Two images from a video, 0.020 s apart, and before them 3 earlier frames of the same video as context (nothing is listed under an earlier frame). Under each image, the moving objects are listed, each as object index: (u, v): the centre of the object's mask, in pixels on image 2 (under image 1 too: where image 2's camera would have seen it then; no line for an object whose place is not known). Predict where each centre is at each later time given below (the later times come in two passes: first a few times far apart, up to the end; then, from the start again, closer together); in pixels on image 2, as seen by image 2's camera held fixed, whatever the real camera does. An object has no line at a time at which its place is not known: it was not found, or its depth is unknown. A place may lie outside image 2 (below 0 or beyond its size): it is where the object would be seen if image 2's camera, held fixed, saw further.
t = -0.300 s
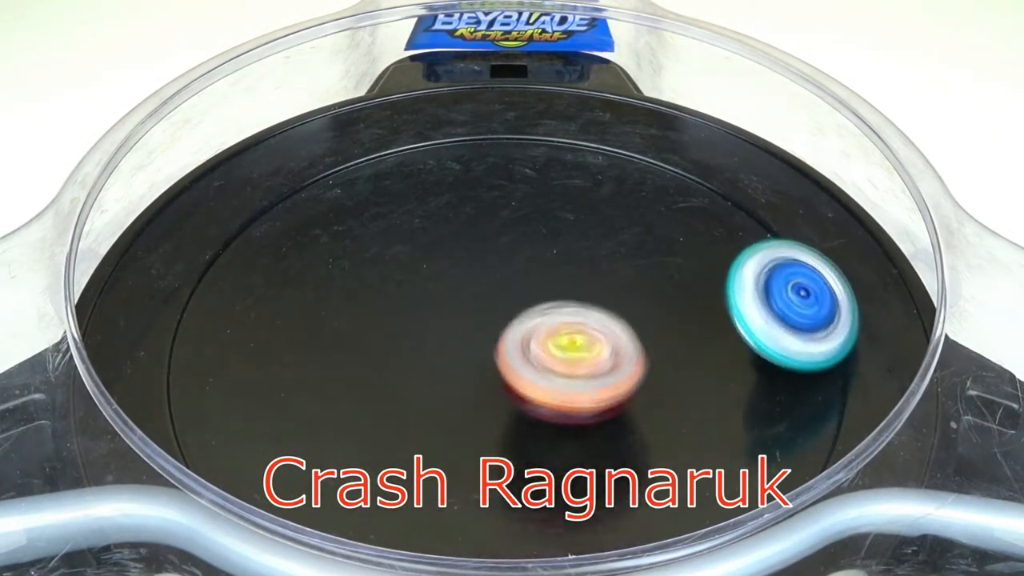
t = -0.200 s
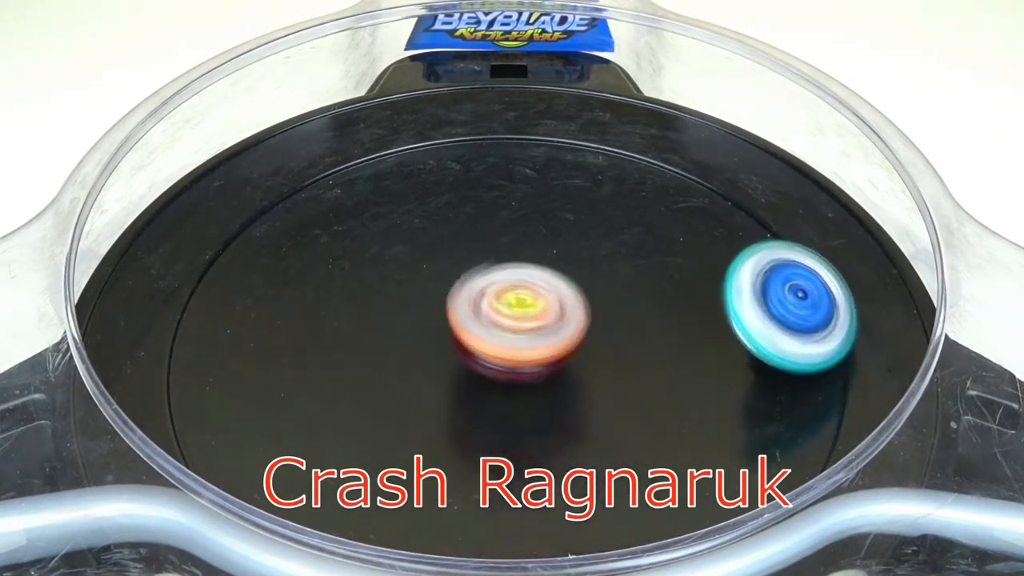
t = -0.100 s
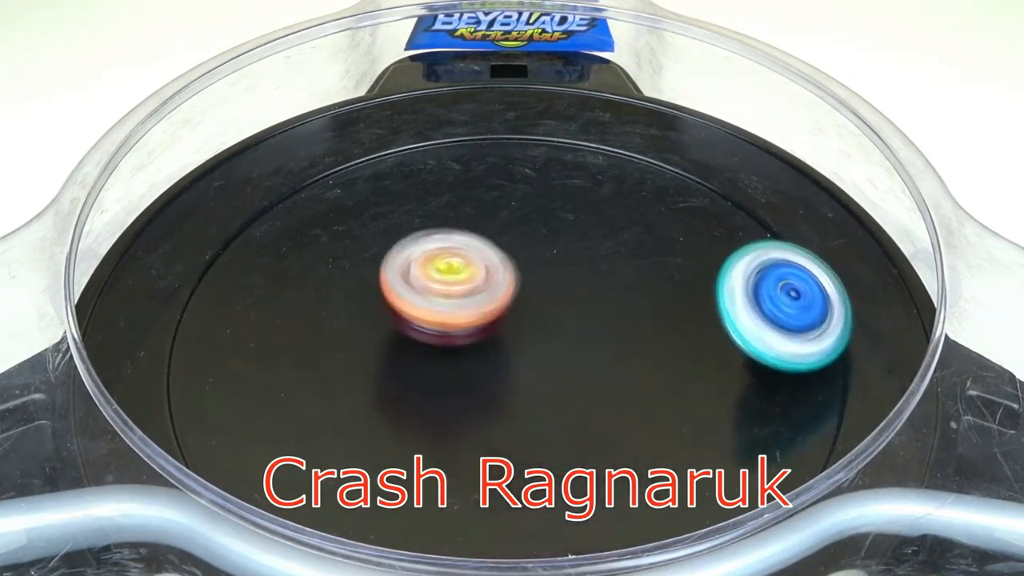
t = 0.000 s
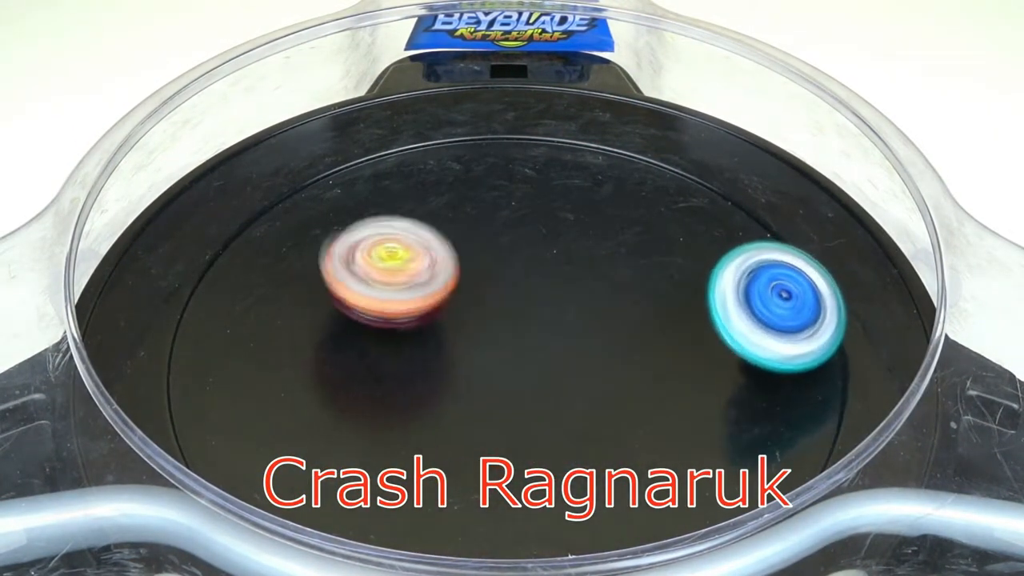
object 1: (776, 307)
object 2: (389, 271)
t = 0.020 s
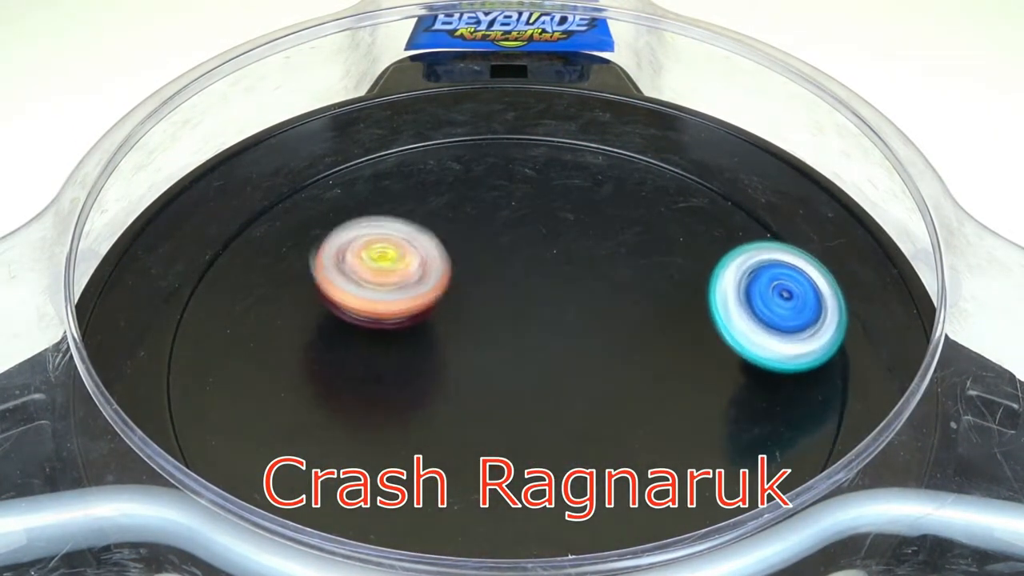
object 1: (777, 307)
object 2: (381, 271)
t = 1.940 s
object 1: (755, 288)
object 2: (556, 344)
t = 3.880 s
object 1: (719, 310)
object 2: (479, 300)
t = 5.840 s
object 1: (708, 300)
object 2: (501, 319)
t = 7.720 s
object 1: (647, 286)
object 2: (496, 313)
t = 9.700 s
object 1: (627, 291)
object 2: (467, 299)
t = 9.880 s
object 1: (632, 289)
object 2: (483, 303)
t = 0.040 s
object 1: (778, 308)
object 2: (373, 273)
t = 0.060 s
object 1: (777, 309)
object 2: (365, 274)
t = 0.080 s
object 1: (775, 310)
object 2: (359, 277)
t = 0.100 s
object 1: (772, 309)
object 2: (353, 281)
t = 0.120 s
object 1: (770, 307)
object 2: (347, 286)
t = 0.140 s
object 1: (770, 307)
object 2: (342, 293)
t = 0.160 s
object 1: (771, 307)
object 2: (338, 299)
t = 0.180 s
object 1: (771, 308)
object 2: (336, 306)
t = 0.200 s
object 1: (770, 309)
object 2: (336, 314)
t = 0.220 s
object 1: (768, 309)
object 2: (338, 323)
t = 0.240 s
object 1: (766, 308)
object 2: (342, 331)
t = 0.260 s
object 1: (765, 307)
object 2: (348, 338)
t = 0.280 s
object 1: (766, 306)
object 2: (354, 344)
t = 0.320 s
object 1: (765, 307)
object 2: (368, 354)
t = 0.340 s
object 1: (764, 307)
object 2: (376, 358)
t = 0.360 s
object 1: (763, 306)
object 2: (386, 359)
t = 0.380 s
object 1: (762, 305)
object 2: (398, 361)
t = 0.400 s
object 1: (762, 304)
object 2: (410, 360)
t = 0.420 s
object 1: (762, 304)
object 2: (423, 356)
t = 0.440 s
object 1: (762, 304)
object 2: (435, 352)
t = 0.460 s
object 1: (761, 305)
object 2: (448, 347)
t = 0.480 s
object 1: (760, 305)
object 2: (462, 340)
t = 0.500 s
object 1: (759, 304)
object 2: (475, 331)
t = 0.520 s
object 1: (759, 303)
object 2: (488, 321)
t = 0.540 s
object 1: (759, 303)
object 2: (498, 312)
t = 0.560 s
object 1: (759, 302)
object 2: (506, 303)
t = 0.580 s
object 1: (758, 303)
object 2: (513, 295)
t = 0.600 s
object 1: (758, 302)
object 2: (518, 287)
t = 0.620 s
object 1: (757, 302)
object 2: (520, 278)
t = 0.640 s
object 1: (758, 301)
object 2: (521, 269)
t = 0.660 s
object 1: (758, 301)
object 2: (520, 262)
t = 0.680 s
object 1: (758, 301)
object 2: (518, 255)
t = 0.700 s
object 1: (757, 300)
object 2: (515, 248)
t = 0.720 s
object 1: (757, 300)
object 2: (511, 242)
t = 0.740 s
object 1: (757, 299)
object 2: (505, 237)
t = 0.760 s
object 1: (758, 299)
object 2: (499, 234)
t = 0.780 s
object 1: (757, 298)
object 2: (492, 233)
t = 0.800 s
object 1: (757, 298)
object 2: (485, 233)
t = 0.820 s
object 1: (757, 297)
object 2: (479, 234)
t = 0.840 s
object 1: (757, 297)
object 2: (474, 237)
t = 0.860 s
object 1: (757, 296)
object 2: (470, 240)
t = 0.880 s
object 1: (757, 296)
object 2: (465, 244)
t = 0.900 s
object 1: (756, 296)
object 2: (462, 249)
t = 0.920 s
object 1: (756, 295)
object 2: (460, 254)
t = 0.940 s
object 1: (756, 295)
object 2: (457, 258)
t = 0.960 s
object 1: (755, 295)
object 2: (455, 263)
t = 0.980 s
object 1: (755, 294)
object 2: (452, 268)
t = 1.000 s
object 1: (754, 294)
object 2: (449, 272)
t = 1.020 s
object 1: (754, 294)
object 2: (448, 276)
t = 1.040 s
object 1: (754, 293)
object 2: (448, 278)
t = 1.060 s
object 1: (754, 293)
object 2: (449, 281)
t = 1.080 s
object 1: (754, 293)
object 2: (452, 282)
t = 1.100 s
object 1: (754, 293)
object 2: (458, 285)
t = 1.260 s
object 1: (754, 291)
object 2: (535, 303)
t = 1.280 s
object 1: (753, 291)
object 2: (542, 304)
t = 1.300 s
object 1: (752, 291)
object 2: (546, 303)
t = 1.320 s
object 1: (752, 290)
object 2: (549, 303)
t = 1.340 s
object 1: (752, 290)
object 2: (553, 302)
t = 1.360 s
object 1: (752, 290)
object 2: (555, 301)
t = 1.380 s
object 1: (752, 290)
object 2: (557, 300)
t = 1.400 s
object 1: (752, 290)
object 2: (558, 299)
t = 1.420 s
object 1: (752, 290)
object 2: (557, 298)
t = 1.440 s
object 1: (752, 289)
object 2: (556, 297)
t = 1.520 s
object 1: (752, 289)
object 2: (549, 291)
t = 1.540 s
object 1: (752, 289)
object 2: (547, 290)
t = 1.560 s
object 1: (752, 288)
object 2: (546, 289)
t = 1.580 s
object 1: (752, 288)
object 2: (544, 288)
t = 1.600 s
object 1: (752, 288)
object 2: (543, 287)
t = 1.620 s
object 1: (752, 289)
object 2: (543, 285)
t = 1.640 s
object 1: (752, 289)
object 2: (543, 283)
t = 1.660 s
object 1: (752, 288)
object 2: (545, 282)
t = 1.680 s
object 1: (752, 288)
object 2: (547, 282)
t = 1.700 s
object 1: (753, 288)
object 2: (550, 283)
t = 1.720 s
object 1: (754, 288)
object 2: (552, 284)
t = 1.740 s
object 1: (754, 288)
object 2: (556, 286)
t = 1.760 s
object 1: (753, 288)
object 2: (559, 287)
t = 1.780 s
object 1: (752, 288)
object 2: (562, 291)
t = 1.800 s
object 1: (752, 288)
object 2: (565, 298)
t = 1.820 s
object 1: (753, 287)
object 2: (566, 305)
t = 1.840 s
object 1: (754, 287)
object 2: (564, 312)
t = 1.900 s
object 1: (754, 288)
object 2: (560, 331)
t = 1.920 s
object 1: (754, 288)
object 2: (559, 338)
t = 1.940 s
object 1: (755, 288)
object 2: (556, 344)
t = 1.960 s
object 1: (756, 288)
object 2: (552, 350)
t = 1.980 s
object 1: (756, 288)
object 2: (548, 354)
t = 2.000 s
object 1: (756, 289)
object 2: (543, 357)
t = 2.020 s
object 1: (756, 289)
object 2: (539, 359)
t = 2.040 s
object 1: (756, 288)
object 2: (535, 360)
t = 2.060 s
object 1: (758, 288)
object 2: (530, 362)
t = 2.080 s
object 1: (759, 288)
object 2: (524, 363)
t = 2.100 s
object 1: (761, 289)
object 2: (518, 363)
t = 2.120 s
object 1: (761, 290)
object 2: (512, 361)
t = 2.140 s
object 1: (760, 290)
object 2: (509, 359)
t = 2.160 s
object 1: (759, 289)
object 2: (505, 356)
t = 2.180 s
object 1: (760, 289)
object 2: (501, 354)
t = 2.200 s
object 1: (762, 289)
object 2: (497, 351)
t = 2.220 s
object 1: (763, 290)
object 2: (494, 347)
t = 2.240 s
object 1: (764, 291)
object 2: (493, 342)
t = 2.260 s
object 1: (763, 292)
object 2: (493, 337)
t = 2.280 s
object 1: (763, 291)
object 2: (494, 334)
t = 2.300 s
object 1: (762, 291)
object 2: (495, 330)
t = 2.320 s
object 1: (763, 290)
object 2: (497, 326)
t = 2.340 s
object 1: (765, 291)
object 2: (501, 320)
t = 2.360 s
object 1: (766, 292)
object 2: (506, 317)
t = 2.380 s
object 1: (767, 294)
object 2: (511, 316)
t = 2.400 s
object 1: (765, 294)
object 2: (516, 316)
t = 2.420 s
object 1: (764, 294)
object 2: (518, 315)
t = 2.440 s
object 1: (764, 292)
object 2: (522, 314)
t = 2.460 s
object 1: (766, 292)
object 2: (524, 316)
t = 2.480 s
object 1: (768, 293)
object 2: (525, 319)
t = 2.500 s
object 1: (769, 295)
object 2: (524, 321)
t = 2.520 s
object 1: (768, 296)
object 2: (519, 322)
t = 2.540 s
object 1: (766, 297)
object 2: (513, 323)
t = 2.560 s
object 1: (764, 297)
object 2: (507, 324)
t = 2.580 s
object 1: (765, 297)
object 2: (501, 325)
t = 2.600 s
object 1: (766, 297)
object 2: (492, 327)
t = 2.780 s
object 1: (769, 303)
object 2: (458, 333)
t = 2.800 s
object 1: (769, 304)
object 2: (457, 333)
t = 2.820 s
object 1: (767, 305)
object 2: (455, 333)
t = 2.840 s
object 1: (765, 305)
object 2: (456, 331)
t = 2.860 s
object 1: (763, 305)
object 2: (457, 330)
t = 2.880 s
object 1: (764, 305)
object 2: (459, 329)
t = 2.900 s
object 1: (767, 306)
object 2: (460, 329)
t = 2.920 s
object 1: (768, 307)
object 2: (460, 328)
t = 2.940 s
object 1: (767, 309)
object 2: (463, 326)
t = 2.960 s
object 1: (764, 310)
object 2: (465, 325)
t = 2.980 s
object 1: (761, 310)
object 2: (468, 325)
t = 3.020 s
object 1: (760, 309)
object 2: (471, 323)
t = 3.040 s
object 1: (762, 309)
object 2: (475, 322)
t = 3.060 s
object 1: (762, 310)
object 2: (478, 322)
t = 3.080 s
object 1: (762, 312)
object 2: (480, 322)
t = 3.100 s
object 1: (760, 314)
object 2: (481, 322)
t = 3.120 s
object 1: (757, 314)
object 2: (483, 321)
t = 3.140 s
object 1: (754, 314)
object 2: (486, 321)
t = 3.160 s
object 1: (753, 314)
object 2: (488, 321)
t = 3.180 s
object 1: (754, 313)
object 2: (488, 322)
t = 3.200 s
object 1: (754, 313)
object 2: (489, 322)
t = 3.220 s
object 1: (753, 316)
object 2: (490, 322)
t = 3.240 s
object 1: (752, 318)
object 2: (492, 321)
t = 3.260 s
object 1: (750, 319)
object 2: (492, 324)
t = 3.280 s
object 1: (747, 318)
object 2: (490, 324)
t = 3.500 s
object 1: (737, 318)
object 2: (480, 323)
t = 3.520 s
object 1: (737, 319)
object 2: (479, 323)
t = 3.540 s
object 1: (735, 319)
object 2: (476, 323)
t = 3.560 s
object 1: (731, 318)
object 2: (476, 322)
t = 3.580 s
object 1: (728, 318)
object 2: (476, 321)
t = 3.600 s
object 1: (726, 317)
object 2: (476, 320)
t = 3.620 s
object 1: (727, 316)
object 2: (473, 319)
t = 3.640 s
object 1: (728, 316)
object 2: (473, 318)
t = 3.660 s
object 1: (727, 316)
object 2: (474, 316)
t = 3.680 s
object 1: (724, 317)
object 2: (474, 315)
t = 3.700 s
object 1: (723, 317)
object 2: (472, 314)
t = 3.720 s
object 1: (723, 316)
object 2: (472, 312)
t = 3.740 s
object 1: (723, 315)
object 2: (473, 310)
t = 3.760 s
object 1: (724, 314)
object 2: (474, 309)
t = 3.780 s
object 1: (723, 313)
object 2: (473, 308)
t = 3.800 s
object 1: (721, 315)
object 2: (474, 305)
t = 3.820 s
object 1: (720, 315)
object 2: (476, 303)
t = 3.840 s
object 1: (719, 314)
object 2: (478, 303)
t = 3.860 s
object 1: (719, 312)
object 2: (477, 302)
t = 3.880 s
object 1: (719, 310)
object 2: (479, 300)
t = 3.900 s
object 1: (719, 310)
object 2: (482, 298)
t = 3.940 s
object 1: (719, 312)
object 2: (484, 298)
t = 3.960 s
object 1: (717, 311)
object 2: (487, 295)
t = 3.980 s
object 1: (716, 309)
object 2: (490, 294)
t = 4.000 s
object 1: (715, 307)
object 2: (492, 295)
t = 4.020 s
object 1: (717, 307)
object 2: (493, 295)
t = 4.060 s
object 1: (718, 309)
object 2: (500, 293)
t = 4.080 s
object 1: (715, 308)
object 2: (502, 294)
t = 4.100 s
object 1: (713, 306)
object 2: (503, 295)
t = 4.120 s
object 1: (714, 305)
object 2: (506, 293)
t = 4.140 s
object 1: (717, 304)
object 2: (509, 295)
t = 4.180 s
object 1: (717, 305)
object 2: (512, 296)
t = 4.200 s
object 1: (713, 305)
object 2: (515, 296)
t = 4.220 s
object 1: (712, 303)
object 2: (518, 298)
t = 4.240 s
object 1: (715, 301)
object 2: (518, 300)
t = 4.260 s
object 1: (717, 301)
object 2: (521, 300)
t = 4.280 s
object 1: (717, 302)
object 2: (523, 301)
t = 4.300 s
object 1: (712, 302)
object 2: (525, 303)
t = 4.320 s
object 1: (711, 301)
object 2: (524, 305)
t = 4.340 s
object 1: (713, 299)
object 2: (526, 305)
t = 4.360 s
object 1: (716, 299)
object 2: (528, 307)
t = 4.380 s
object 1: (715, 300)
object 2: (527, 309)
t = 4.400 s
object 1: (712, 301)
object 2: (527, 310)
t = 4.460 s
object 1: (715, 297)
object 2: (527, 316)
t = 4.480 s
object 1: (714, 298)
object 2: (528, 315)
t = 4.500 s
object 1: (712, 299)
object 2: (529, 317)
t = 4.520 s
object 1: (710, 298)
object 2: (528, 319)
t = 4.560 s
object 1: (712, 296)
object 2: (526, 321)
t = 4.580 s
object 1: (712, 296)
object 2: (526, 322)
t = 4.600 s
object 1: (713, 297)
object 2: (524, 324)
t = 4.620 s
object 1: (711, 298)
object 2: (523, 324)
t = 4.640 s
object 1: (710, 297)
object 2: (523, 325)
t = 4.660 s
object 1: (710, 295)
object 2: (522, 327)
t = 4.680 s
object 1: (711, 294)
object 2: (519, 327)
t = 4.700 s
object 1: (713, 295)
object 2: (519, 327)
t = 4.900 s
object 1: (709, 294)
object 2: (502, 329)
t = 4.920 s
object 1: (709, 293)
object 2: (502, 328)
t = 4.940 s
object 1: (710, 292)
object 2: (499, 329)
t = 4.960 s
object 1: (712, 294)
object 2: (497, 328)
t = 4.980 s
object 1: (712, 295)
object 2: (496, 327)
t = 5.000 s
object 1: (711, 295)
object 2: (495, 327)
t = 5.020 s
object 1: (708, 294)
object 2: (492, 326)
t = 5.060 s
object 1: (708, 292)
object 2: (491, 323)
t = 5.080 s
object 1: (711, 293)
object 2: (488, 323)
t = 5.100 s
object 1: (711, 294)
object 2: (488, 321)
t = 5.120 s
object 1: (712, 295)
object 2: (489, 319)
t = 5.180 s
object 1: (707, 293)
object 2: (488, 316)
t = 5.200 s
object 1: (708, 292)
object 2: (488, 315)
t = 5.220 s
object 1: (709, 293)
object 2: (487, 314)
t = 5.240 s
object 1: (710, 295)
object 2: (489, 312)
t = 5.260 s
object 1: (709, 295)
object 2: (490, 312)
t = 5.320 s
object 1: (707, 294)
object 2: (494, 310)
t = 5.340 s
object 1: (707, 292)
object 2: (493, 310)
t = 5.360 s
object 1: (708, 293)
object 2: (496, 308)
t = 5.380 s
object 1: (709, 294)
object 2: (498, 309)
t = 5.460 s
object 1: (706, 294)
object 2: (502, 310)
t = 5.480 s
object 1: (707, 294)
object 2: (503, 310)
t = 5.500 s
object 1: (709, 293)
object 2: (505, 310)
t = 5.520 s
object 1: (711, 295)
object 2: (506, 312)
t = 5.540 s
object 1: (712, 297)
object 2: (505, 312)
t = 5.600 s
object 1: (707, 297)
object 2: (506, 314)
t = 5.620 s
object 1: (708, 295)
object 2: (507, 314)
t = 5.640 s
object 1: (710, 294)
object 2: (507, 317)
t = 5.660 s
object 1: (711, 295)
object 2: (506, 317)
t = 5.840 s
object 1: (708, 300)
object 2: (501, 319)
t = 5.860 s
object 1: (704, 299)
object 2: (501, 318)
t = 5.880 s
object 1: (702, 299)
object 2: (501, 319)
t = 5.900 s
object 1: (703, 297)
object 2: (499, 319)
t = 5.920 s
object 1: (706, 298)
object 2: (500, 318)
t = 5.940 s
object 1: (708, 299)
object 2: (500, 319)
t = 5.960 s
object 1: (709, 302)
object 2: (499, 319)
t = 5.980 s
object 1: (707, 303)
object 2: (499, 317)
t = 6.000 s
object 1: (703, 302)
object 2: (500, 319)
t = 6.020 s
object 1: (699, 302)
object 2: (498, 319)
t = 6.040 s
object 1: (701, 301)
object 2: (499, 317)
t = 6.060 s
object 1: (703, 301)
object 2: (500, 319)
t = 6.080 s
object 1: (704, 302)
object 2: (498, 318)
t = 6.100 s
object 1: (706, 305)
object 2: (499, 317)
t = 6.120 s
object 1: (703, 307)
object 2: (501, 318)
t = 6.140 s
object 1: (700, 306)
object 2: (499, 318)
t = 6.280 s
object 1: (693, 307)
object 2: (500, 317)
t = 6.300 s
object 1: (688, 306)
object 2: (499, 318)
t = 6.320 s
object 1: (689, 302)
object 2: (499, 316)
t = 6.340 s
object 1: (692, 302)
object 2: (500, 316)
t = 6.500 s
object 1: (687, 303)
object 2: (499, 315)
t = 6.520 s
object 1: (687, 305)
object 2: (500, 317)
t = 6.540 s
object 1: (685, 307)
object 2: (498, 316)
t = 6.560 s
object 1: (679, 306)
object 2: (499, 315)
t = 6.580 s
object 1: (676, 303)
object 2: (499, 316)
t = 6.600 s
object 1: (678, 300)
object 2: (498, 315)
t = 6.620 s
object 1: (678, 299)
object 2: (499, 315)
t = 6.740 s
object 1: (673, 296)
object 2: (498, 315)
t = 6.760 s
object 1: (677, 297)
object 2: (496, 315)
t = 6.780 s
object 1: (677, 300)
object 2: (498, 314)
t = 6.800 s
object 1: (674, 301)
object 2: (498, 315)
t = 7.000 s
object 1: (667, 292)
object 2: (497, 313)
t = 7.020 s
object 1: (668, 295)
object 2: (497, 314)
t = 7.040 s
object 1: (665, 297)
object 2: (497, 313)
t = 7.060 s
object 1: (656, 295)
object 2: (498, 313)
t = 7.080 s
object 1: (654, 292)
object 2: (496, 314)
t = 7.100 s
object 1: (656, 292)
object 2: (497, 313)
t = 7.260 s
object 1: (651, 293)
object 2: (498, 313)
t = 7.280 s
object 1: (650, 292)
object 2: (498, 315)
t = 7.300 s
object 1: (647, 292)
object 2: (497, 314)
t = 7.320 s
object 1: (648, 290)
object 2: (498, 313)
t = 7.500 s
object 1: (648, 289)
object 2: (496, 314)
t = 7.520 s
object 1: (646, 289)
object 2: (497, 313)
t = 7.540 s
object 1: (646, 289)
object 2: (498, 315)
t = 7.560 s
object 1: (646, 288)
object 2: (496, 313)
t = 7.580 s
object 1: (645, 288)
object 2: (498, 313)
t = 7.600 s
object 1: (646, 288)
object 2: (496, 314)
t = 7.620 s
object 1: (647, 287)
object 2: (497, 313)
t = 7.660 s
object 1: (647, 287)
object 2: (496, 313)
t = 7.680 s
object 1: (647, 287)
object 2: (497, 313)
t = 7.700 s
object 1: (646, 287)
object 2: (495, 315)
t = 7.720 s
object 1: (647, 286)
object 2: (496, 313)
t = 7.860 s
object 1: (651, 285)
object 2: (495, 313)
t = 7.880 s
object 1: (651, 285)
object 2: (497, 313)
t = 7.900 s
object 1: (653, 284)
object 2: (495, 314)
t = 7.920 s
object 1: (653, 284)
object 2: (496, 313)
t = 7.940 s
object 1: (655, 284)
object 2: (497, 314)
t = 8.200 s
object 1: (665, 287)
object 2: (495, 313)
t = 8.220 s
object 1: (666, 286)
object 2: (496, 313)
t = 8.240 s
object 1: (668, 286)
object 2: (495, 314)
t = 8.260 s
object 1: (671, 287)
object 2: (496, 313)
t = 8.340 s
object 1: (674, 292)
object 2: (495, 314)
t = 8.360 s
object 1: (672, 291)
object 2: (496, 313)
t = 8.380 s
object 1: (672, 291)
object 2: (496, 314)
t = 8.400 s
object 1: (673, 290)
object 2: (497, 313)
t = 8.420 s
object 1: (677, 291)
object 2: (497, 314)
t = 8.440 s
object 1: (681, 293)
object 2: (496, 313)
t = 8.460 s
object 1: (682, 295)
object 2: (497, 314)
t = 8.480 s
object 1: (681, 297)
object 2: (495, 315)
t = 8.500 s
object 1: (678, 298)
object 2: (496, 313)
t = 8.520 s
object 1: (676, 298)
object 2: (496, 314)
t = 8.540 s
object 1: (675, 298)
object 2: (496, 313)
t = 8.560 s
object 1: (674, 296)
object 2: (497, 314)
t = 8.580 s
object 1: (676, 297)
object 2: (495, 313)
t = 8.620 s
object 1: (682, 302)
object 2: (495, 315)
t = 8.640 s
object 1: (683, 304)
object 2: (497, 313)
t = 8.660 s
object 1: (679, 304)
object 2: (496, 315)
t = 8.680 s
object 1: (676, 305)
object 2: (497, 313)
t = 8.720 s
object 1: (671, 304)
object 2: (496, 314)
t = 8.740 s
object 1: (671, 304)
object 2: (497, 314)
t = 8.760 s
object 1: (672, 303)
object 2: (495, 314)
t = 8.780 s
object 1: (675, 305)
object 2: (497, 314)
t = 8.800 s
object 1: (676, 308)
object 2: (496, 315)
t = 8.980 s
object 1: (660, 314)
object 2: (496, 315)
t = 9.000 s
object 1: (659, 315)
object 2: (497, 313)
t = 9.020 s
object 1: (653, 316)
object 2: (497, 315)
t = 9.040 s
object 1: (650, 315)
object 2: (496, 313)
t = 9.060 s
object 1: (646, 311)
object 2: (498, 314)
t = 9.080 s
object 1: (645, 310)
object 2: (496, 314)
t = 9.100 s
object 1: (647, 308)
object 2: (498, 314)
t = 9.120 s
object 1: (647, 310)
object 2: (496, 315)
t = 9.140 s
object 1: (648, 311)
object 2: (497, 314)
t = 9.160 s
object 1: (645, 311)
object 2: (496, 315)
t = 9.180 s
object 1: (643, 314)
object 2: (497, 314)
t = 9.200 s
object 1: (640, 312)
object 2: (497, 315)
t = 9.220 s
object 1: (644, 313)
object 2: (490, 310)
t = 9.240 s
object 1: (652, 312)
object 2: (481, 309)
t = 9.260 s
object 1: (655, 311)
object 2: (475, 306)
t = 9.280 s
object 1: (655, 312)
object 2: (471, 305)
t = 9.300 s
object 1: (652, 313)
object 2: (468, 303)
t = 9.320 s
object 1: (647, 315)
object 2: (467, 303)
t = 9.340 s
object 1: (642, 312)
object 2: (466, 301)
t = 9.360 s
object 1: (637, 309)
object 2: (465, 302)
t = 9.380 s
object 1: (637, 304)
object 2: (464, 301)
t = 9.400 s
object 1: (638, 300)
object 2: (463, 301)
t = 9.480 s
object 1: (636, 304)
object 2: (461, 299)
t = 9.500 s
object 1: (630, 304)
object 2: (461, 299)
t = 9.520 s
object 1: (627, 299)
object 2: (461, 298)
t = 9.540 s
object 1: (627, 295)
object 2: (461, 299)
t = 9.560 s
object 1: (631, 292)
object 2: (462, 298)
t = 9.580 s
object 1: (635, 291)
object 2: (462, 299)
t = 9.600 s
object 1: (637, 293)
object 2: (463, 297)
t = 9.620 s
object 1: (634, 295)
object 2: (463, 299)
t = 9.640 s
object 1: (628, 297)
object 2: (465, 297)
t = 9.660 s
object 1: (624, 296)
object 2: (465, 299)
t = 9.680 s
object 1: (623, 294)
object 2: (467, 297)
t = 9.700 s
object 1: (627, 291)
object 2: (467, 299)
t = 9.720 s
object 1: (630, 291)
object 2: (470, 298)
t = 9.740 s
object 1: (633, 291)
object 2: (470, 300)
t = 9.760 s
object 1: (632, 292)
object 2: (473, 299)
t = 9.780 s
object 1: (629, 293)
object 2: (474, 301)
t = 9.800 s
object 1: (626, 293)
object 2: (476, 300)
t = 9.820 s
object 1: (624, 291)
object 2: (477, 302)
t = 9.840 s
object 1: (627, 290)
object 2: (480, 301)
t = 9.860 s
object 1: (629, 290)
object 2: (481, 303)
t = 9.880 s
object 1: (632, 289)
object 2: (483, 303)
